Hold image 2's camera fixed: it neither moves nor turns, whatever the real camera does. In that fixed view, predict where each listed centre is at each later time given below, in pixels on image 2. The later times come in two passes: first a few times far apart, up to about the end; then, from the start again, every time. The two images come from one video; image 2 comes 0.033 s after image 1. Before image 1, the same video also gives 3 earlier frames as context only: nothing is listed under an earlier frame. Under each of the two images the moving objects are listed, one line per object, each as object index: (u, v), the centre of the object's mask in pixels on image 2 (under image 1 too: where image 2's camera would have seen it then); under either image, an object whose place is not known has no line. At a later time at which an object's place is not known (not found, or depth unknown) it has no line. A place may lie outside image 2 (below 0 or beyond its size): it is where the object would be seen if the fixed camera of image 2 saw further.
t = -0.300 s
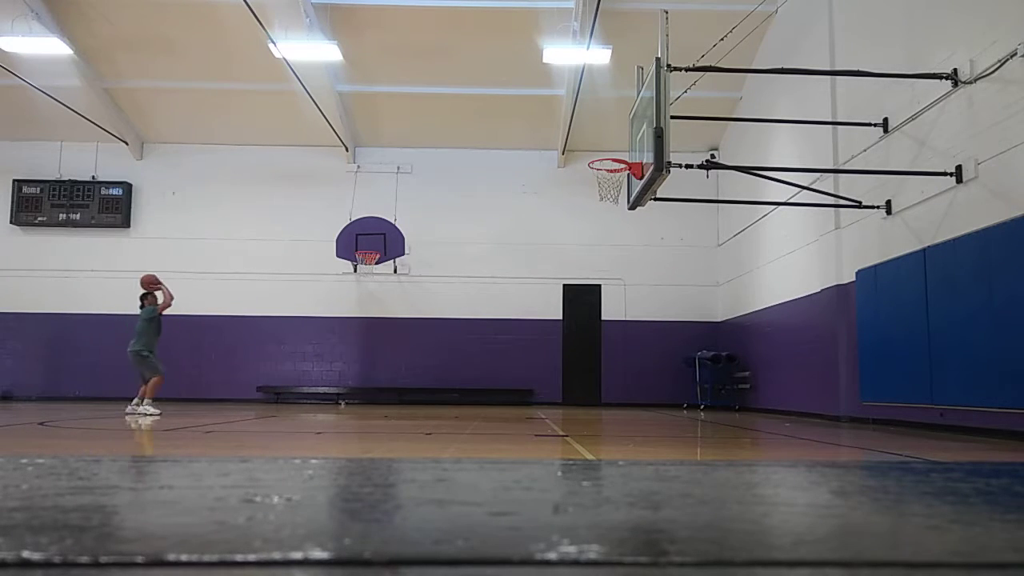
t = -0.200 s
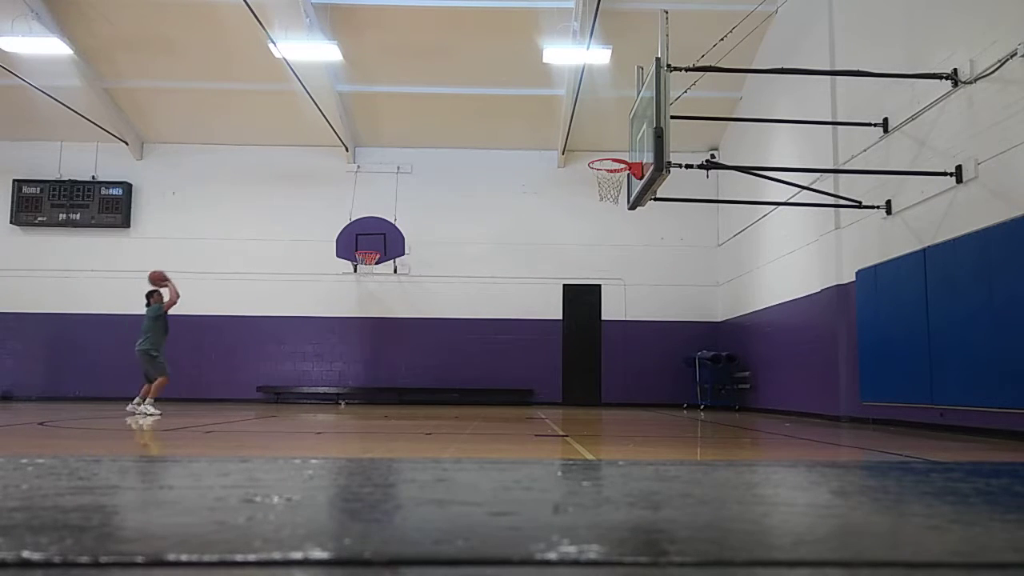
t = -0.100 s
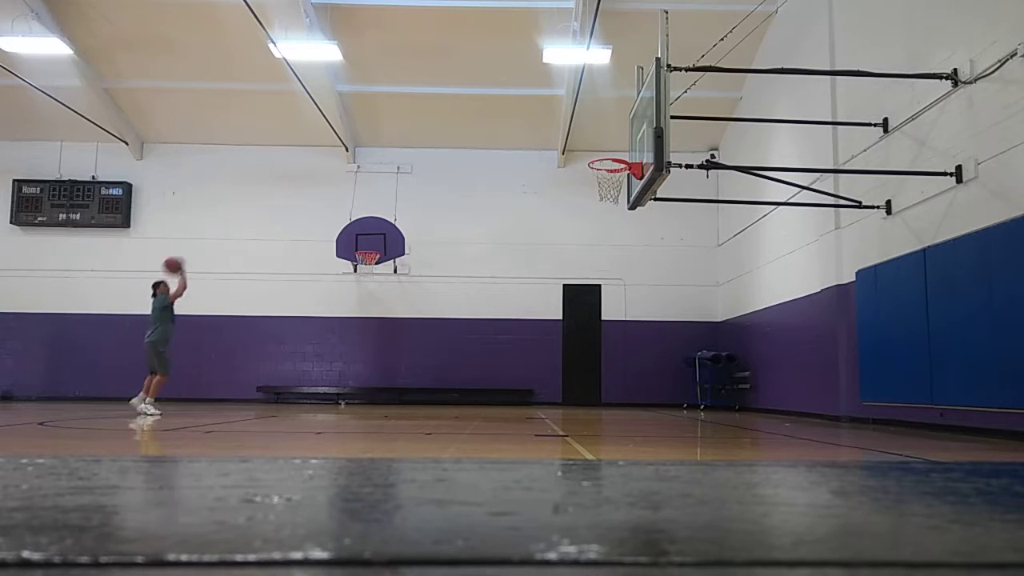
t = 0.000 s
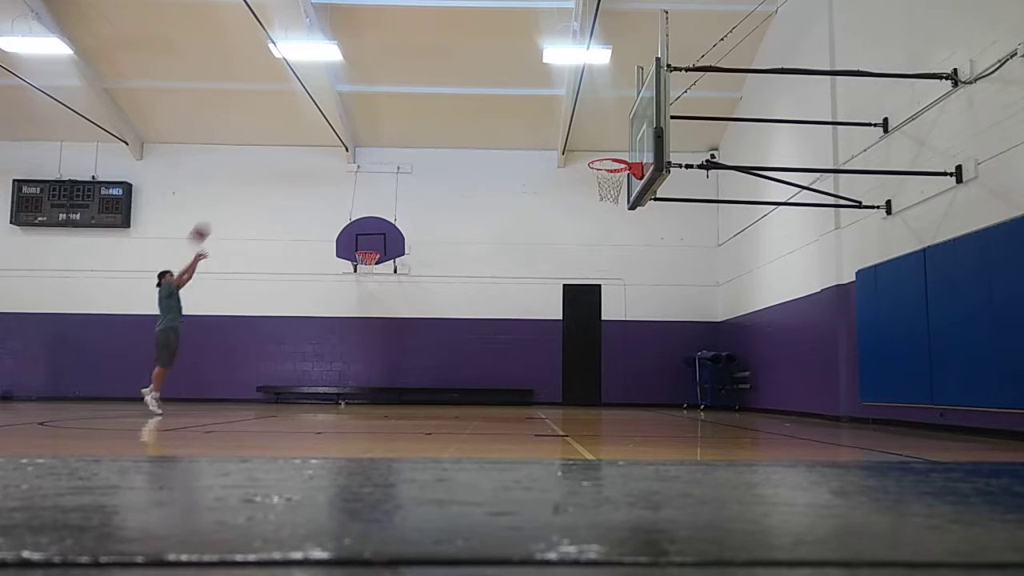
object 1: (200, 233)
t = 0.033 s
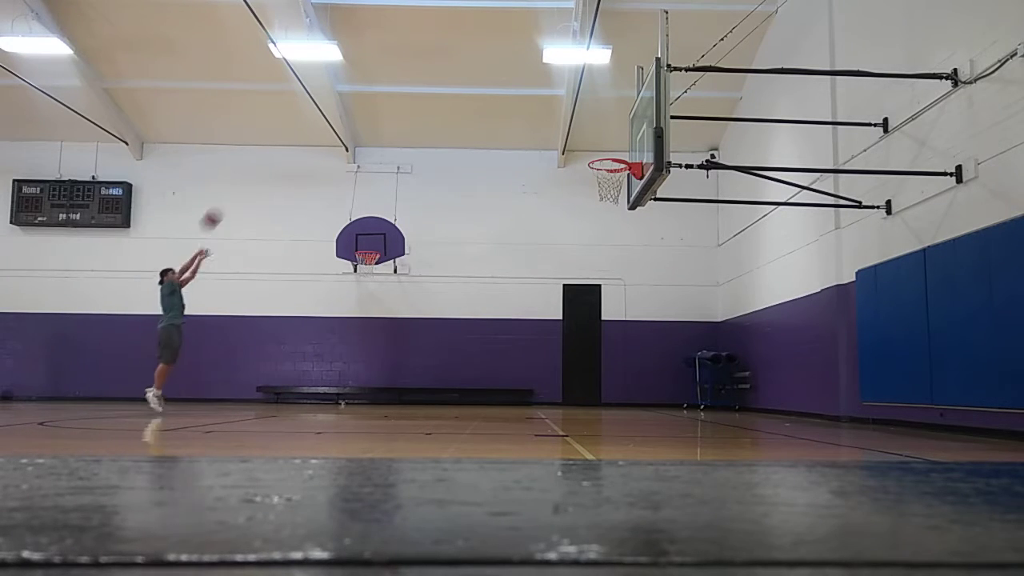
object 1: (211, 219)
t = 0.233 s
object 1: (281, 152)
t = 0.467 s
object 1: (364, 105)
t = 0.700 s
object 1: (448, 94)
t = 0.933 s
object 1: (537, 124)
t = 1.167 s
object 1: (582, 139)
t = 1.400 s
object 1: (566, 113)
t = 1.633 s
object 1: (551, 128)
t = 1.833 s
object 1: (539, 168)
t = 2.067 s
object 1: (525, 245)
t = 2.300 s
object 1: (511, 349)
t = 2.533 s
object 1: (504, 356)
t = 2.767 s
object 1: (502, 292)
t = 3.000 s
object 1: (499, 263)
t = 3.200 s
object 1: (496, 264)
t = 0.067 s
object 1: (222, 207)
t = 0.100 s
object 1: (234, 194)
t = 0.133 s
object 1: (246, 183)
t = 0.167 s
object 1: (258, 171)
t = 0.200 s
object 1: (269, 162)
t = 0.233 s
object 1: (281, 152)
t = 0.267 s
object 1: (293, 142)
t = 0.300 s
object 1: (305, 135)
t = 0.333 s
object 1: (316, 128)
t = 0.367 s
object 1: (328, 121)
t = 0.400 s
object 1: (341, 115)
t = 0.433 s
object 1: (353, 110)
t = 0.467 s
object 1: (364, 105)
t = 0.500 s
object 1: (376, 101)
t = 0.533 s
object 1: (388, 98)
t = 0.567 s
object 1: (400, 95)
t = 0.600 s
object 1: (411, 94)
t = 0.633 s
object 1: (423, 93)
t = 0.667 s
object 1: (435, 94)
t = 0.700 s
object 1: (448, 94)
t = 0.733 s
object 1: (460, 96)
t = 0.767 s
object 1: (473, 99)
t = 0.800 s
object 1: (485, 102)
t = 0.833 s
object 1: (498, 106)
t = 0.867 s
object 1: (511, 111)
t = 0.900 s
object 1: (524, 117)
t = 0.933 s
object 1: (537, 124)
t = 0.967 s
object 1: (549, 132)
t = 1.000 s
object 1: (561, 140)
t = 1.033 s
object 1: (575, 151)
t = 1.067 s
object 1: (587, 160)
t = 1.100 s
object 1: (586, 154)
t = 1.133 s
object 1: (585, 146)
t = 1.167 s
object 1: (582, 139)
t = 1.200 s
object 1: (580, 133)
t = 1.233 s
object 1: (578, 128)
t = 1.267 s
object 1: (575, 123)
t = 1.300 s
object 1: (573, 119)
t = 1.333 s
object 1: (571, 117)
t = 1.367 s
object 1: (568, 115)
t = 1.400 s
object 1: (566, 113)
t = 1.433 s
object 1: (564, 113)
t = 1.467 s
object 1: (561, 114)
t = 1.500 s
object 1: (559, 115)
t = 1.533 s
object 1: (557, 117)
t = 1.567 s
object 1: (555, 120)
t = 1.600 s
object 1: (553, 123)
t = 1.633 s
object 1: (551, 128)
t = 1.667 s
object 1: (548, 133)
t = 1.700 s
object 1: (547, 139)
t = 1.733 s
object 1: (545, 145)
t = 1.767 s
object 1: (543, 152)
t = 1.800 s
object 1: (540, 160)
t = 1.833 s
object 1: (539, 168)
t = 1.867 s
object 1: (537, 177)
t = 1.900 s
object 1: (535, 186)
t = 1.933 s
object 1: (533, 198)
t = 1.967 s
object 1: (531, 208)
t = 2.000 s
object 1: (529, 220)
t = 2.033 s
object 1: (527, 233)
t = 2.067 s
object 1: (525, 245)
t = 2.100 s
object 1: (523, 259)
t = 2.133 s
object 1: (522, 272)
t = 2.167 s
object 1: (520, 288)
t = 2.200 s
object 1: (518, 303)
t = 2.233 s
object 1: (516, 319)
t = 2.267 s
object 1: (513, 334)
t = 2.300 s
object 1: (511, 349)
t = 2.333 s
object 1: (509, 369)
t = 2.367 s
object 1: (507, 388)
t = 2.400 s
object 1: (506, 404)
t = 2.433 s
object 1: (506, 396)
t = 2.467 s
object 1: (505, 383)
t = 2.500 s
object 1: (505, 369)
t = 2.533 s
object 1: (504, 356)
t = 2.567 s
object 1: (504, 344)
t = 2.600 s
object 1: (504, 334)
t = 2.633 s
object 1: (504, 325)
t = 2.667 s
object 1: (504, 315)
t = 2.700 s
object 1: (503, 306)
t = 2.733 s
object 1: (503, 299)
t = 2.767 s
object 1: (502, 292)
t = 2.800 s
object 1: (502, 286)
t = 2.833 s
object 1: (501, 280)
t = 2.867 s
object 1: (501, 275)
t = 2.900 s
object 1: (500, 271)
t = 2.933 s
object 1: (500, 268)
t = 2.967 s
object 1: (499, 265)
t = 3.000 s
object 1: (499, 263)
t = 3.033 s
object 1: (498, 261)
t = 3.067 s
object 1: (498, 260)
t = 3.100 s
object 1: (497, 261)
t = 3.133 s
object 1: (497, 261)
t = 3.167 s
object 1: (496, 262)
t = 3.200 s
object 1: (496, 264)
